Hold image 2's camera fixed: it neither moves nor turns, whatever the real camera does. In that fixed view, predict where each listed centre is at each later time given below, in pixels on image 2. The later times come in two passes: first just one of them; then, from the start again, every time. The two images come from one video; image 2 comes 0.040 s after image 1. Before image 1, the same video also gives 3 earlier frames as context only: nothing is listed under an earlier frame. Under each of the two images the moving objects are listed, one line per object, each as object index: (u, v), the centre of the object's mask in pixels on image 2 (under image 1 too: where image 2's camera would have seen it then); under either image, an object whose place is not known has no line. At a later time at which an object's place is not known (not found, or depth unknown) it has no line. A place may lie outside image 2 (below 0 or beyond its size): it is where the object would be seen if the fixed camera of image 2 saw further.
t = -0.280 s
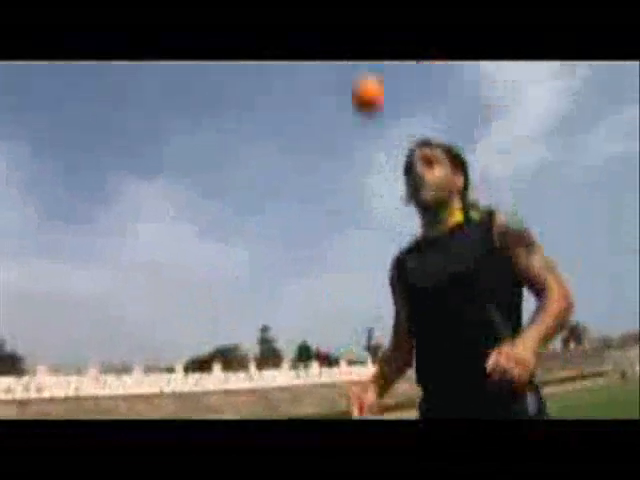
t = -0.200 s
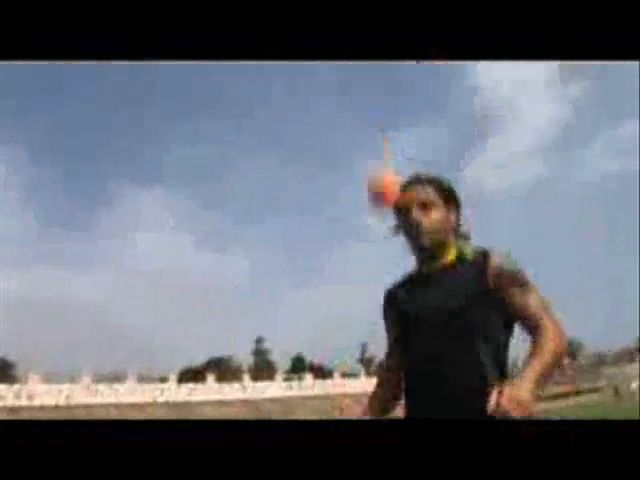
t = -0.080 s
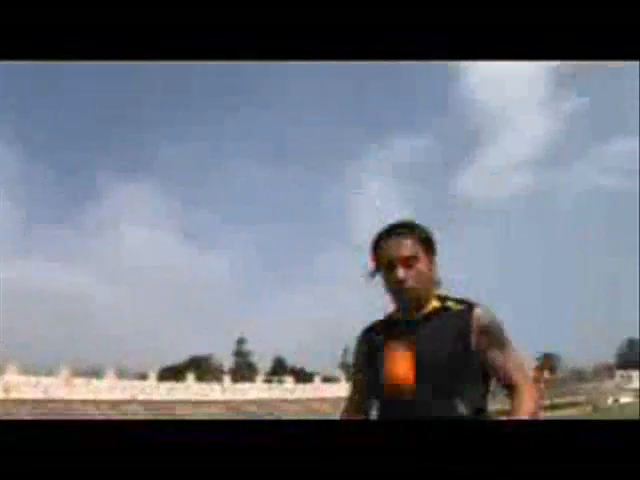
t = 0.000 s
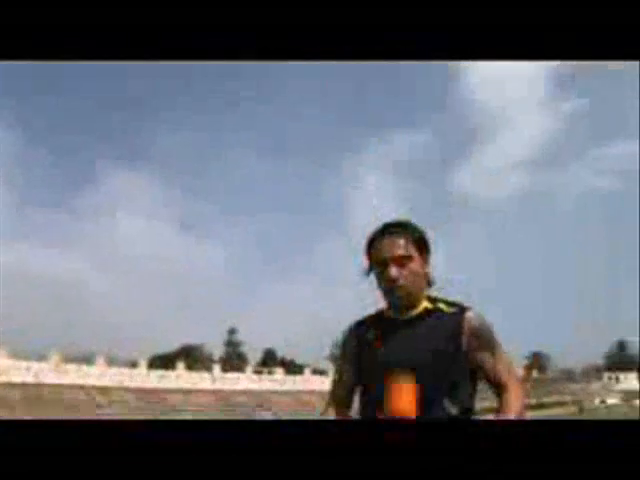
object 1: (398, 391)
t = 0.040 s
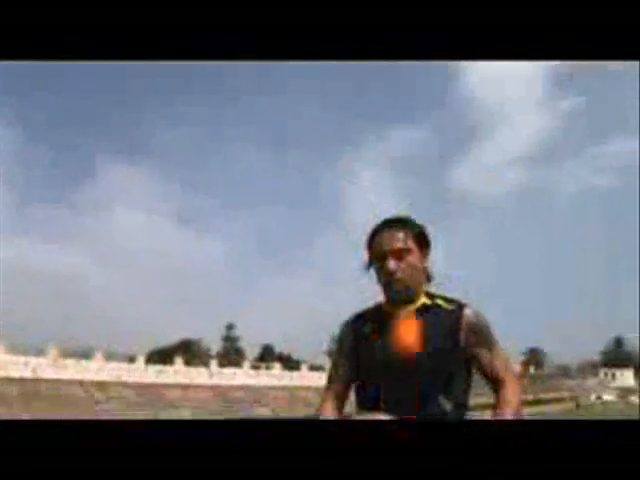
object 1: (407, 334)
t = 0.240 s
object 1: (446, 148)
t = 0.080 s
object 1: (414, 278)
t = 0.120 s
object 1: (427, 236)
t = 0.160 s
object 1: (429, 198)
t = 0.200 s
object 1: (439, 169)
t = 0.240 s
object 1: (446, 148)
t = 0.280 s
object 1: (455, 133)
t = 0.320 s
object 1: (464, 123)
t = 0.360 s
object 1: (474, 122)
